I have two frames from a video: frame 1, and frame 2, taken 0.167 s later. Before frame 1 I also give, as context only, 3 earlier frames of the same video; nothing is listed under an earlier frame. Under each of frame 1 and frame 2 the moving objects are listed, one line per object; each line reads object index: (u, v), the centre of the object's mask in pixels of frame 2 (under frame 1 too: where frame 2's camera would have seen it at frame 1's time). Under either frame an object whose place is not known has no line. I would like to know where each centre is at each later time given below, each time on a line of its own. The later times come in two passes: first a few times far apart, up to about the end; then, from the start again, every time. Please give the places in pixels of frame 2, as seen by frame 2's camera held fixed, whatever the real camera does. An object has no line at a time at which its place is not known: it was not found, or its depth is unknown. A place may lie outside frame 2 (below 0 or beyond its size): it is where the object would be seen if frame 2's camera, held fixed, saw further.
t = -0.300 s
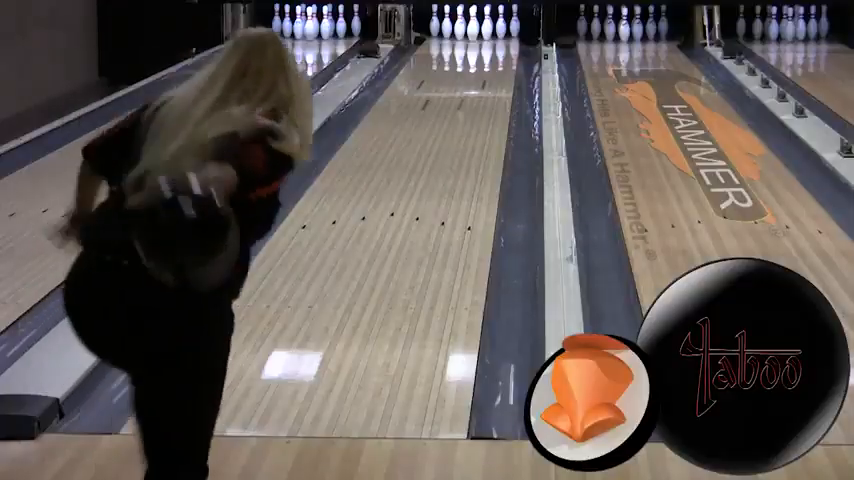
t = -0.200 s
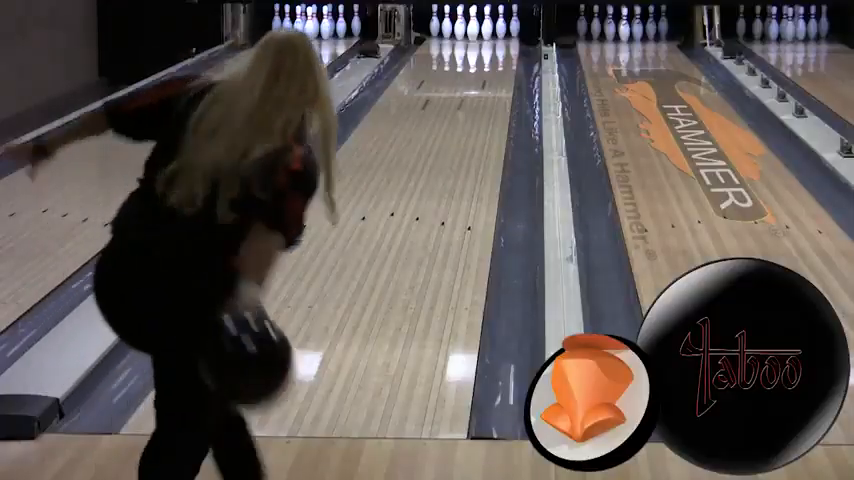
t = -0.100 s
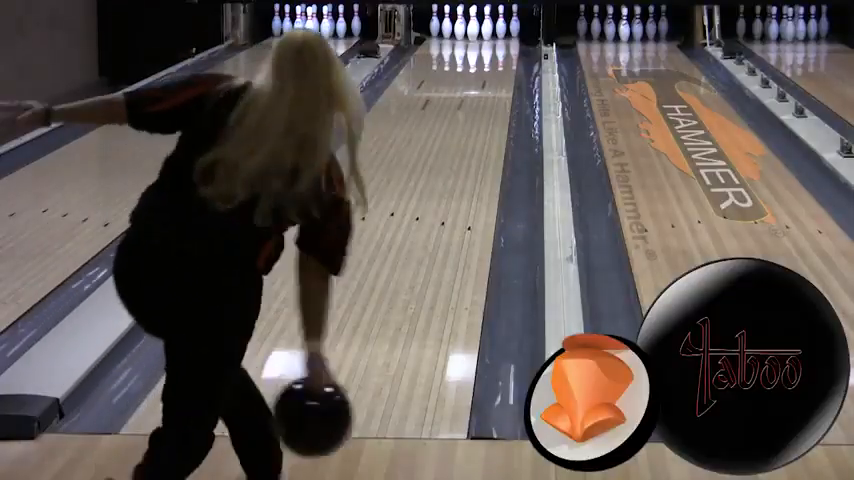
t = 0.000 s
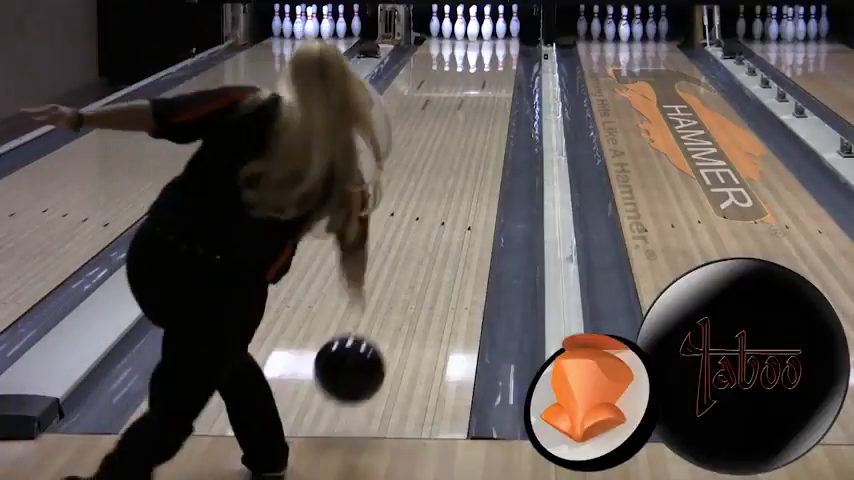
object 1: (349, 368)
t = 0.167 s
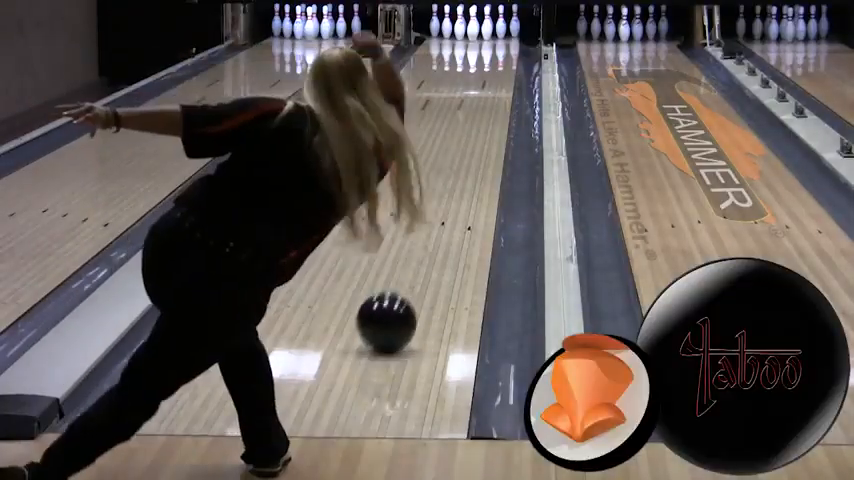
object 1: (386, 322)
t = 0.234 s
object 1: (398, 297)
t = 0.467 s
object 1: (429, 227)
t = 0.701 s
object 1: (451, 178)
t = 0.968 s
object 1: (468, 138)
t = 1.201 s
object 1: (478, 111)
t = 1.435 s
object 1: (485, 90)
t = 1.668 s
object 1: (490, 73)
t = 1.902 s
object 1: (491, 59)
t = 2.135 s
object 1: (488, 48)
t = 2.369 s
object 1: (482, 39)
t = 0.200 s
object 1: (392, 309)
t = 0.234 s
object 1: (398, 297)
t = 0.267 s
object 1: (403, 284)
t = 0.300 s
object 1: (408, 274)
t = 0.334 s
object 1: (413, 263)
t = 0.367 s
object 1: (417, 253)
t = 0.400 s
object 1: (421, 244)
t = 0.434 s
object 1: (425, 236)
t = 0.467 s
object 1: (429, 227)
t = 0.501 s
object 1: (433, 220)
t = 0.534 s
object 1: (435, 213)
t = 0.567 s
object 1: (442, 206)
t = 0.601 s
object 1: (446, 193)
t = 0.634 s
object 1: (445, 190)
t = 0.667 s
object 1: (448, 184)
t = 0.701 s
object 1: (451, 178)
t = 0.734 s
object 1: (453, 172)
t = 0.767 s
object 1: (456, 167)
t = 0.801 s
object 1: (458, 161)
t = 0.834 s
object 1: (460, 156)
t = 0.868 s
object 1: (462, 151)
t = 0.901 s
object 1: (464, 147)
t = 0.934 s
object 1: (466, 142)
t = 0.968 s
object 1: (468, 138)
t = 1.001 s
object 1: (469, 133)
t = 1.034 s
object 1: (471, 129)
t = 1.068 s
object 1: (473, 125)
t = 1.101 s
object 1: (474, 122)
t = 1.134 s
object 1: (475, 118)
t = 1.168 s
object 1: (477, 114)
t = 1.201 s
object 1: (478, 111)
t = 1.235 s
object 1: (479, 108)
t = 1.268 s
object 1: (480, 104)
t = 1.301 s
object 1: (481, 101)
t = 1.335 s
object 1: (482, 98)
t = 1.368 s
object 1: (483, 96)
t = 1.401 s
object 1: (485, 93)
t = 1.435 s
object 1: (485, 90)
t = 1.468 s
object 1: (486, 87)
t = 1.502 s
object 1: (487, 85)
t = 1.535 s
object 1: (488, 82)
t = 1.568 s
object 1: (489, 79)
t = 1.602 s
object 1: (489, 77)
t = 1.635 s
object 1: (490, 75)
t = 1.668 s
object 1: (490, 73)
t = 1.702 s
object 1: (490, 71)
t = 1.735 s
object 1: (491, 69)
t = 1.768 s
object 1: (491, 67)
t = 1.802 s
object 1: (491, 65)
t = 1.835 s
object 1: (491, 63)
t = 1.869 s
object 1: (492, 61)
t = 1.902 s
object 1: (491, 59)
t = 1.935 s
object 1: (491, 57)
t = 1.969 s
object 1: (491, 56)
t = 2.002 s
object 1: (490, 54)
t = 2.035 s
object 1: (490, 52)
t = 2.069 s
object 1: (490, 51)
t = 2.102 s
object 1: (489, 50)
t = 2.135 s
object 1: (488, 48)
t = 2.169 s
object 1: (488, 47)
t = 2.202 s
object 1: (487, 46)
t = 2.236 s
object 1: (486, 44)
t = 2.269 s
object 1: (485, 43)
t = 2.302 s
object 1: (484, 42)
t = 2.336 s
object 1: (483, 41)
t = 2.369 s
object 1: (482, 39)
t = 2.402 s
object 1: (482, 38)
